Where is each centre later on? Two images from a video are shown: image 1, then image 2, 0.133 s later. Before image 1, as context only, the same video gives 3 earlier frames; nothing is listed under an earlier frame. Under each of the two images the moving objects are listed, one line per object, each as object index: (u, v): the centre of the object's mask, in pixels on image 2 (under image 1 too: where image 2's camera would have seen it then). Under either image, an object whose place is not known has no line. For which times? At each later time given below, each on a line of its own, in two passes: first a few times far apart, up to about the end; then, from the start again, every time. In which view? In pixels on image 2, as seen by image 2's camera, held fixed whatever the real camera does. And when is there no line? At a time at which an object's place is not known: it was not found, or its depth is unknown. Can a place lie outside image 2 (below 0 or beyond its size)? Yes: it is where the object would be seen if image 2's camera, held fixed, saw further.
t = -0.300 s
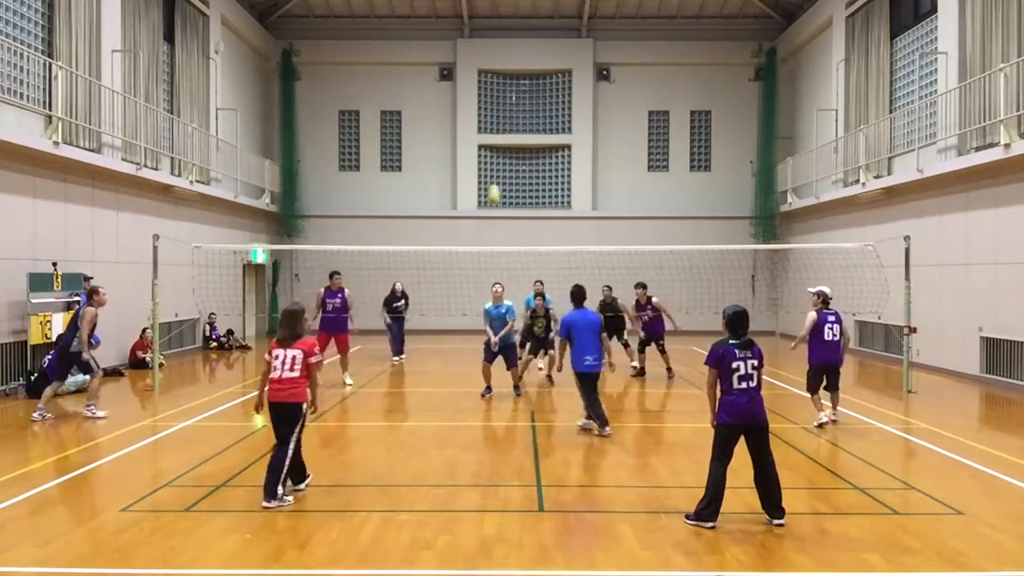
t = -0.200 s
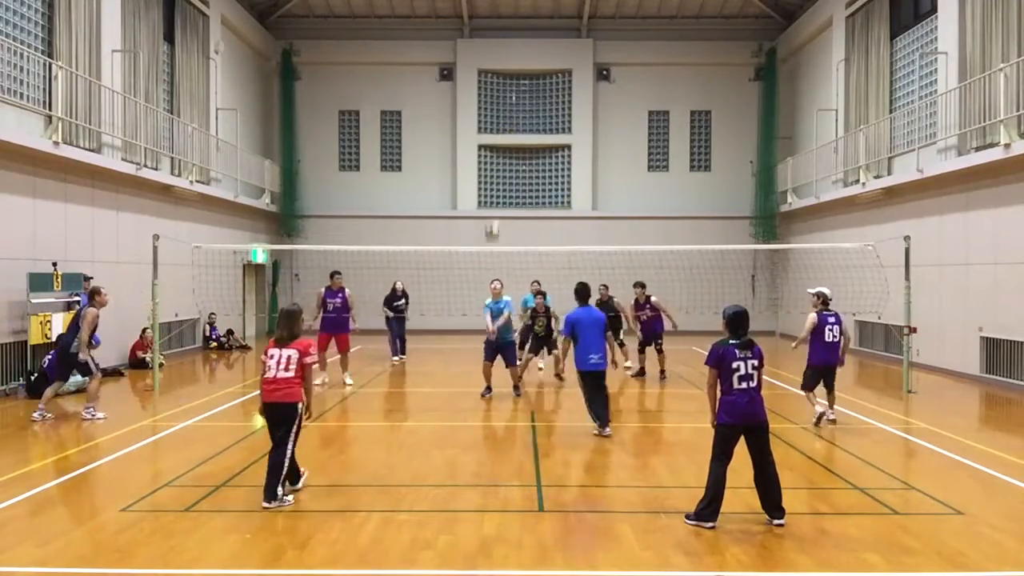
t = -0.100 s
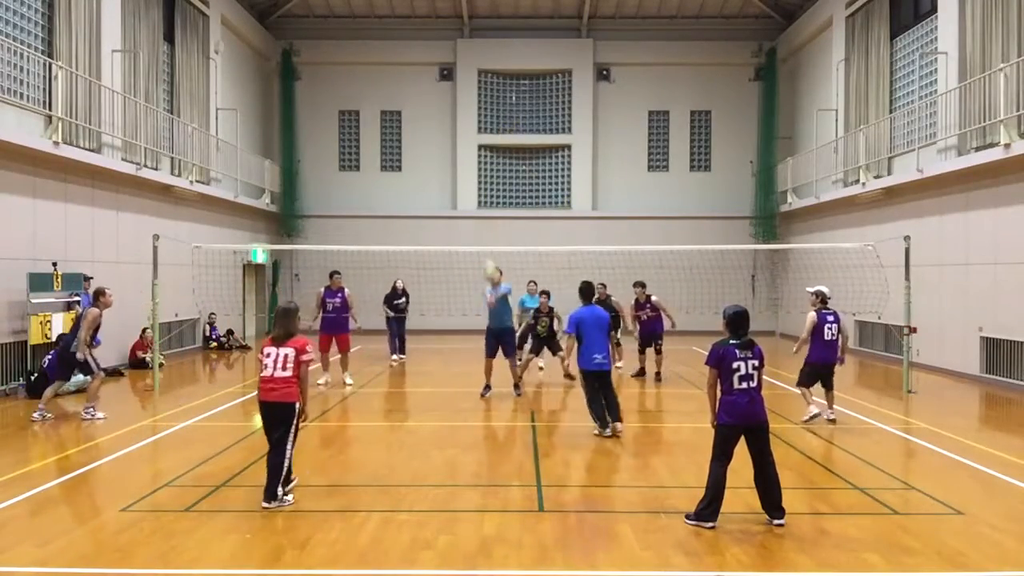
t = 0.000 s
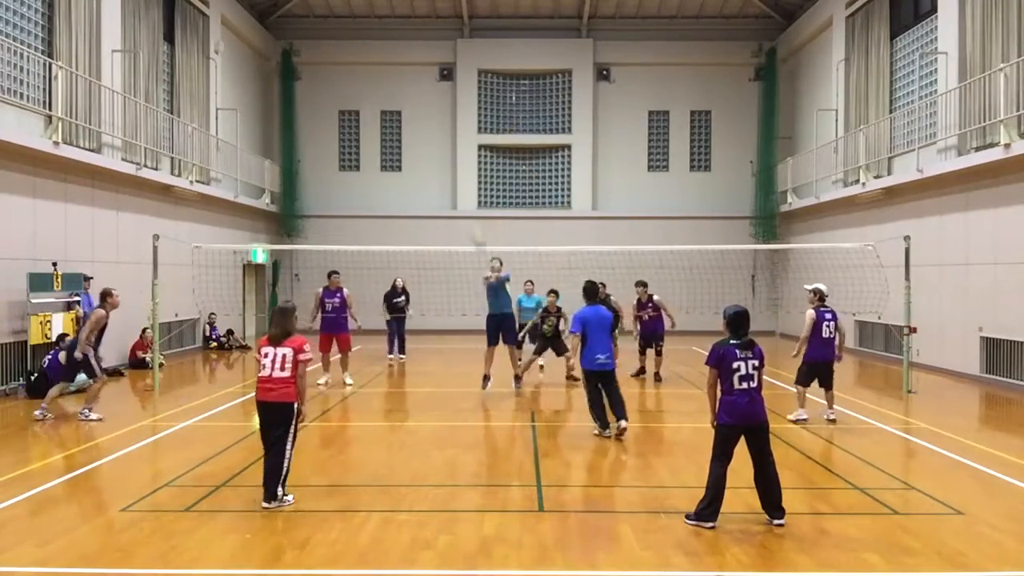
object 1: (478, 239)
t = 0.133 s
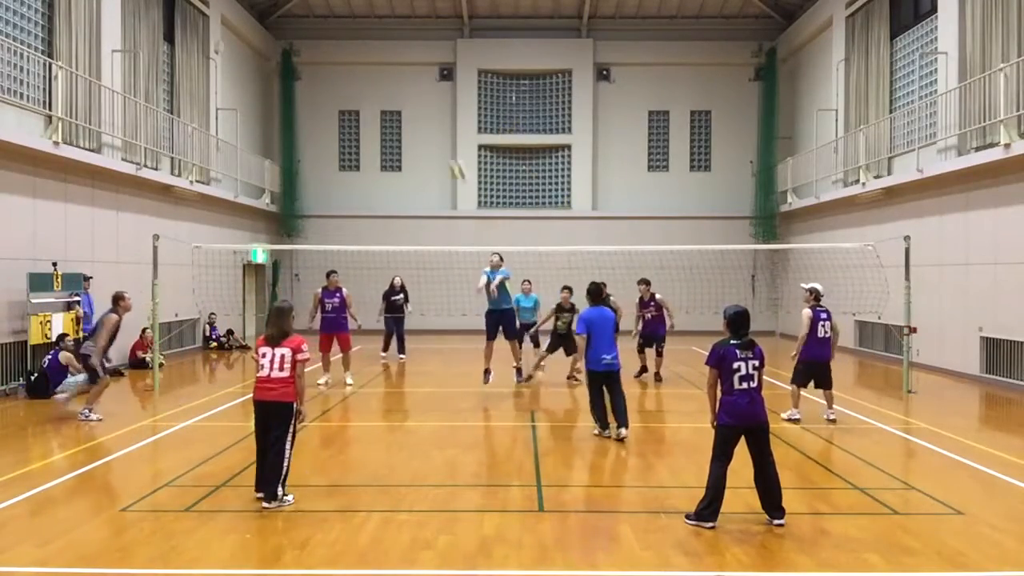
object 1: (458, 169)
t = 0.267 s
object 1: (440, 114)
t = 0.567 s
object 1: (399, 43)
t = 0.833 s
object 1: (363, 34)
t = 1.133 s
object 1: (326, 83)
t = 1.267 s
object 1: (310, 127)
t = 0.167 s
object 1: (454, 154)
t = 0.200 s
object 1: (449, 141)
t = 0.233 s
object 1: (445, 128)
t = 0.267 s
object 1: (440, 114)
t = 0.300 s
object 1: (436, 103)
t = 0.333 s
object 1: (431, 93)
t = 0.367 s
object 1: (427, 82)
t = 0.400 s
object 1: (422, 73)
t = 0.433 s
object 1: (417, 66)
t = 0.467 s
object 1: (412, 60)
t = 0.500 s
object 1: (408, 54)
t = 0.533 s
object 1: (404, 48)
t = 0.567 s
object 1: (399, 43)
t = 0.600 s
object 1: (395, 40)
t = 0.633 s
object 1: (391, 38)
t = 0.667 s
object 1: (386, 35)
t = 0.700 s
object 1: (382, 33)
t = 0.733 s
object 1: (377, 32)
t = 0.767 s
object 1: (373, 32)
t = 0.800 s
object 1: (368, 33)
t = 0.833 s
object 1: (363, 34)
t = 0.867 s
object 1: (359, 37)
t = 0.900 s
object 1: (355, 41)
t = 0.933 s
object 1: (351, 45)
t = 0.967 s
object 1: (347, 49)
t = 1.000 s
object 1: (342, 54)
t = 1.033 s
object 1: (338, 61)
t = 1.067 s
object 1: (334, 68)
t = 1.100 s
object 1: (330, 75)
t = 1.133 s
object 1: (326, 83)
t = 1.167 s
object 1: (322, 93)
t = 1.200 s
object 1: (318, 103)
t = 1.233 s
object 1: (315, 112)
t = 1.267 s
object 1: (310, 127)
